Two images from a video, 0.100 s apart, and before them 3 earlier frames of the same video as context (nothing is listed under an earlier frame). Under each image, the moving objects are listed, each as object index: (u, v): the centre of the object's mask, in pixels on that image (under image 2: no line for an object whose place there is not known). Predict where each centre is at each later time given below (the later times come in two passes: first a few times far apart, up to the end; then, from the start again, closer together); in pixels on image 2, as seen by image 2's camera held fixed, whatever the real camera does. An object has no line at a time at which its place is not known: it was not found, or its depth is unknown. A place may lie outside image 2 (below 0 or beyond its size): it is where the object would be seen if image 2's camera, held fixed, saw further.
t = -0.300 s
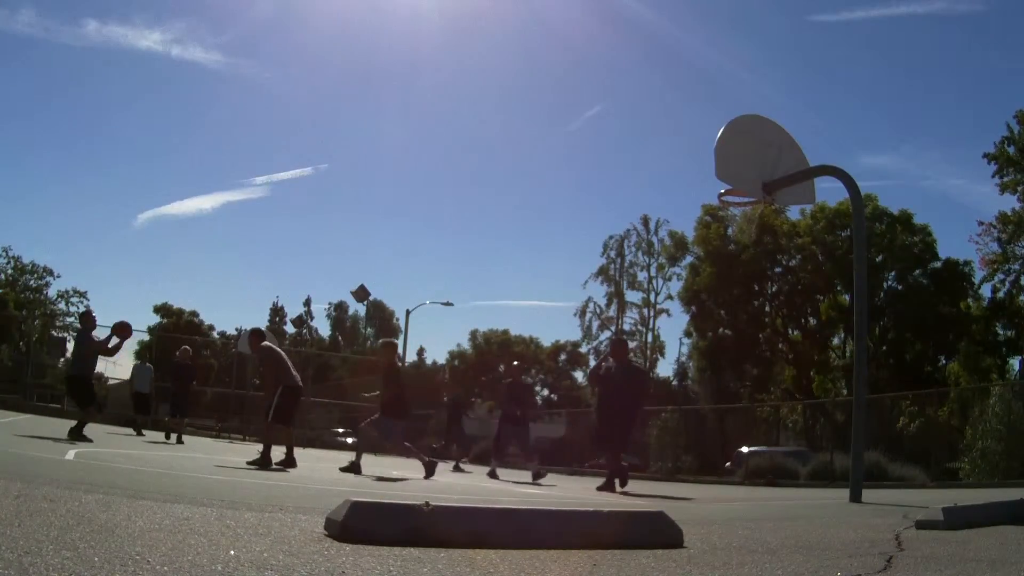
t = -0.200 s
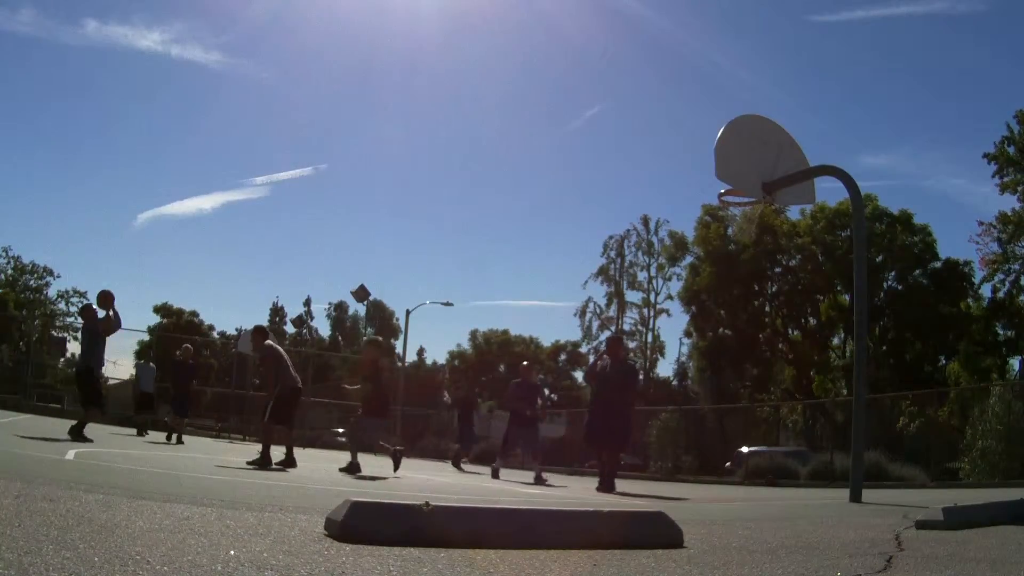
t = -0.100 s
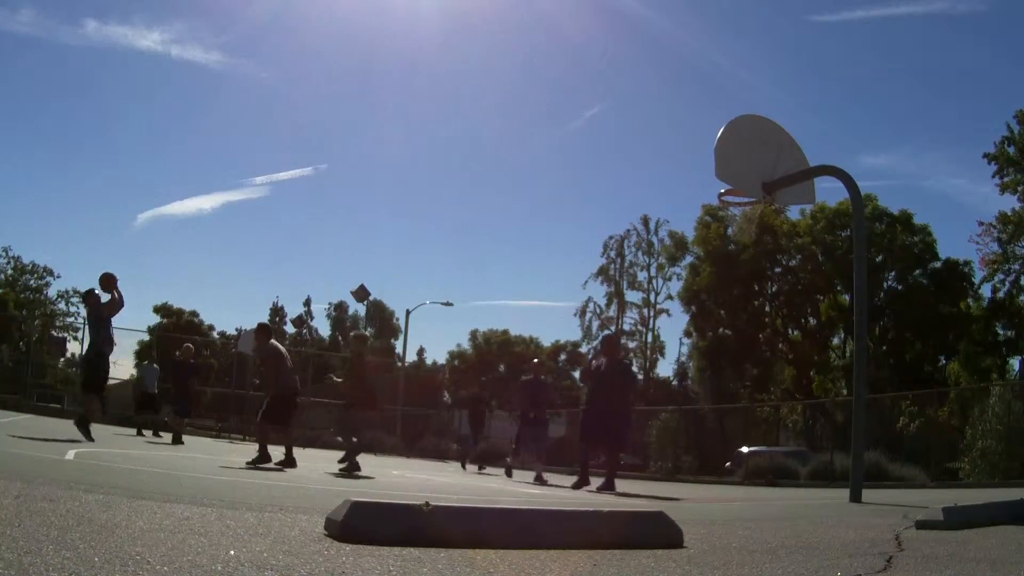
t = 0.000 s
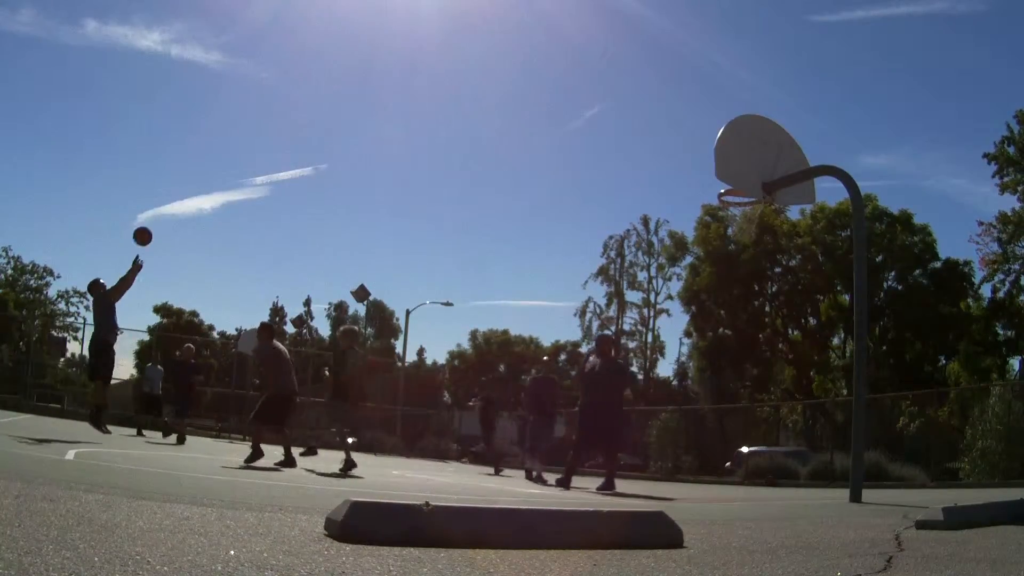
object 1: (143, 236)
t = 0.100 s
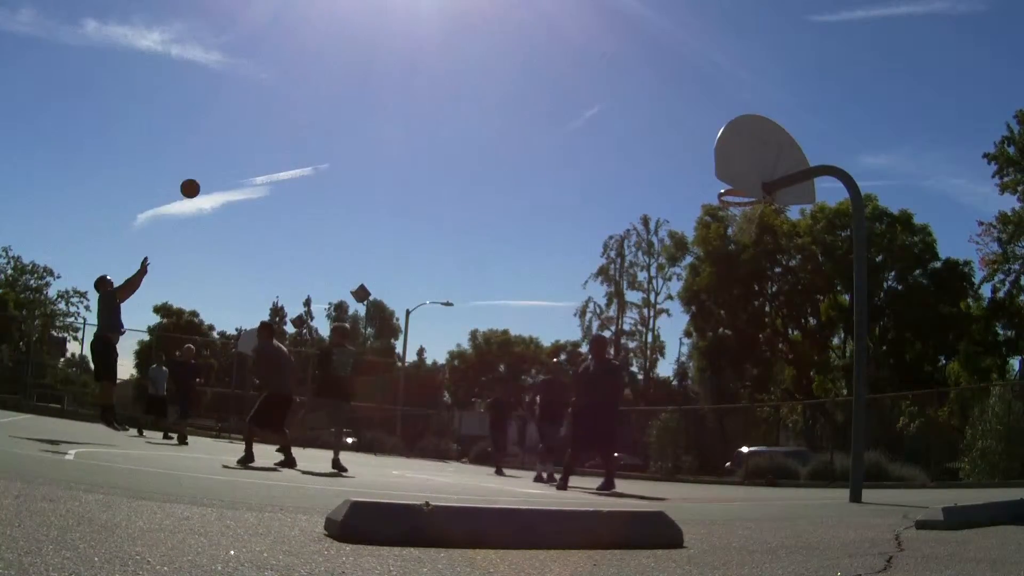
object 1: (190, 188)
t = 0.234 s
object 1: (255, 136)
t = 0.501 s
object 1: (390, 73)
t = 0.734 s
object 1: (510, 66)
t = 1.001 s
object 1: (654, 118)
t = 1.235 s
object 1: (731, 203)
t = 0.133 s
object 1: (206, 174)
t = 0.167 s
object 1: (222, 160)
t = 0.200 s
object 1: (239, 148)
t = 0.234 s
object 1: (255, 136)
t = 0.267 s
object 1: (272, 125)
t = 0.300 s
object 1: (289, 115)
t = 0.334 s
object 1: (305, 106)
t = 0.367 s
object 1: (322, 98)
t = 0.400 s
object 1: (339, 90)
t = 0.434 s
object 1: (356, 83)
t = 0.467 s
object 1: (373, 78)
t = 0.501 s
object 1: (390, 73)
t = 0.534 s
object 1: (406, 69)
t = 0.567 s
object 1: (424, 66)
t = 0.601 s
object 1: (441, 64)
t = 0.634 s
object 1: (458, 63)
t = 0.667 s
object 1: (475, 63)
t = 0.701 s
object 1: (493, 64)
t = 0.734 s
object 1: (510, 66)
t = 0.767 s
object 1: (528, 69)
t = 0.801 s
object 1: (545, 73)
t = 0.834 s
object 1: (563, 77)
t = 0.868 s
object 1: (581, 83)
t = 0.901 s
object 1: (599, 90)
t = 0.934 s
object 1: (617, 98)
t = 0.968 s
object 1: (635, 108)
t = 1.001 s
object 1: (654, 118)
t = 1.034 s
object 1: (672, 130)
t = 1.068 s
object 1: (690, 142)
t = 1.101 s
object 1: (707, 157)
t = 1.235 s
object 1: (731, 203)
